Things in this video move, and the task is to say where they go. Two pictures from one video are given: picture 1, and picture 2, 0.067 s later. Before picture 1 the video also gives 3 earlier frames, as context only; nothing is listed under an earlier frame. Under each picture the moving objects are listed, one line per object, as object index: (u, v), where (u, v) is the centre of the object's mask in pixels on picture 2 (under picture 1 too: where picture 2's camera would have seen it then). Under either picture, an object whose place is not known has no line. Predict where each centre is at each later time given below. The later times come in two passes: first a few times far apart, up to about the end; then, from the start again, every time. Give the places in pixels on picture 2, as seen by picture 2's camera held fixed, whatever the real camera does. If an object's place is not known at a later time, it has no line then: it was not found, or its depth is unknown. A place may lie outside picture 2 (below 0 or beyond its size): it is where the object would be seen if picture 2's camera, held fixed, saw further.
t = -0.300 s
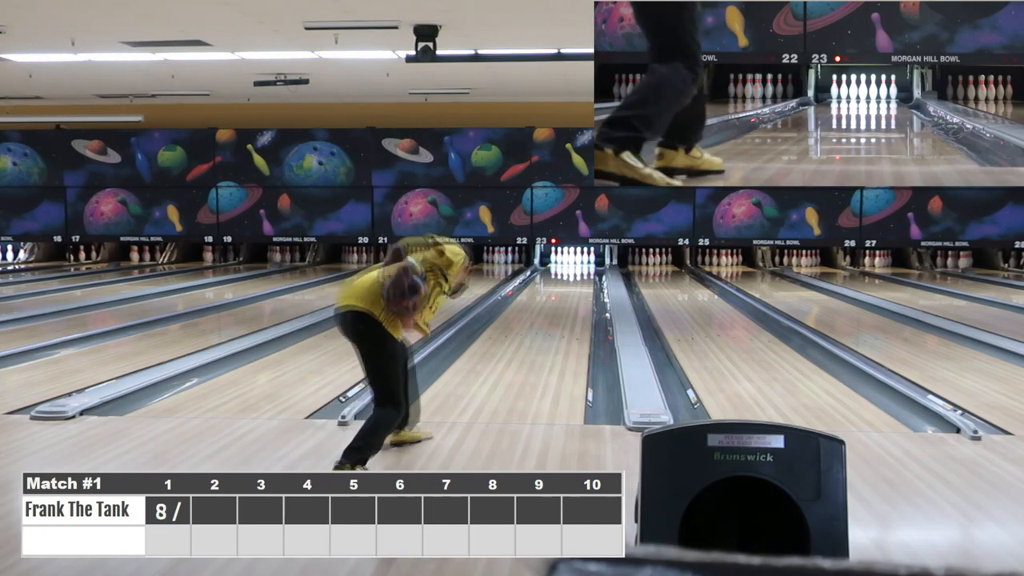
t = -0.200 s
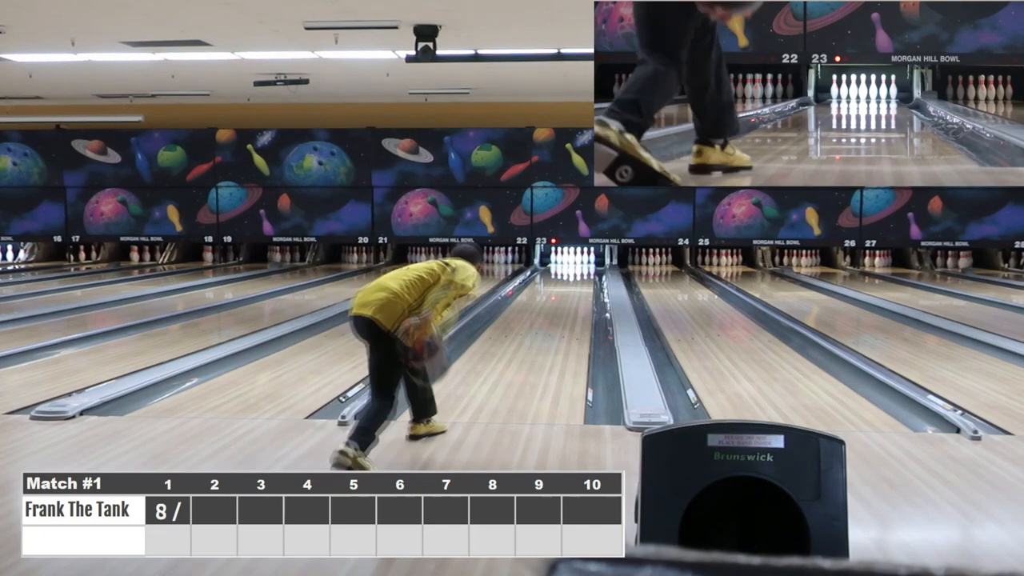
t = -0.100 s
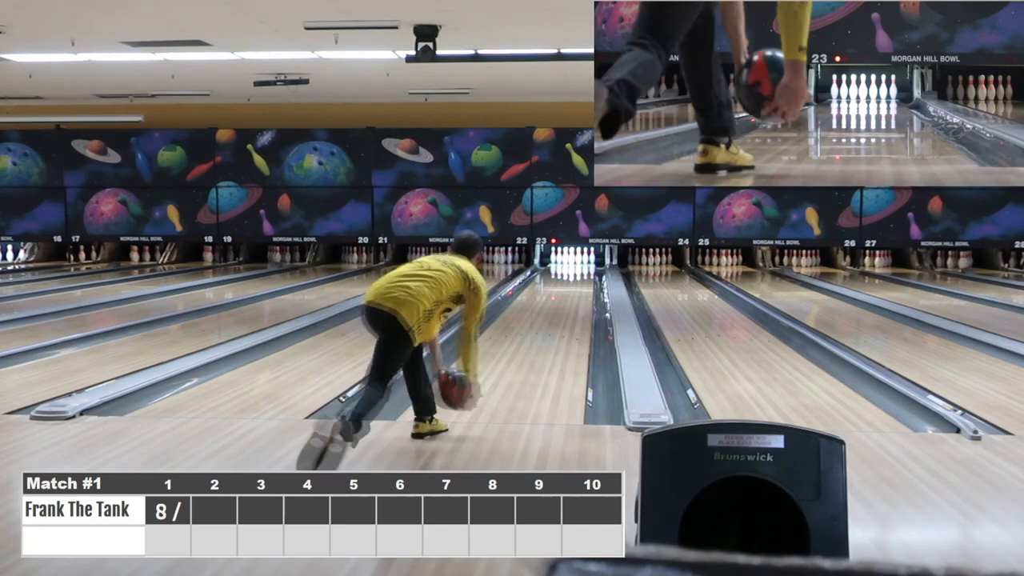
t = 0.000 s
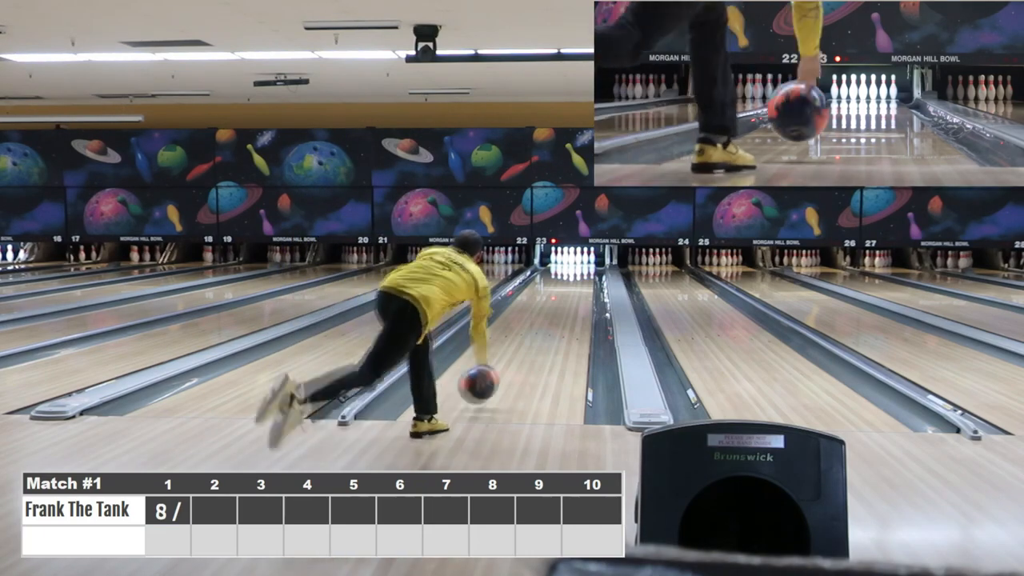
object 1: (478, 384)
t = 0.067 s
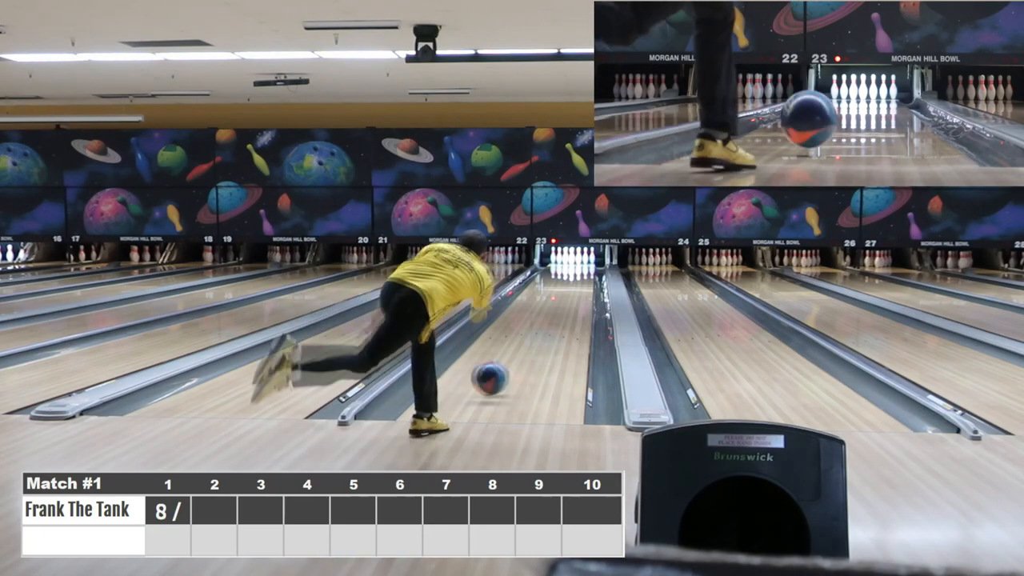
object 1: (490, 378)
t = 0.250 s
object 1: (515, 354)
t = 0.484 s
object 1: (536, 332)
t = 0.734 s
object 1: (550, 313)
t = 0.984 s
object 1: (561, 300)
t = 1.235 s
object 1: (569, 289)
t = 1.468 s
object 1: (574, 282)
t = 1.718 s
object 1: (578, 276)
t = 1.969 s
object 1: (579, 271)
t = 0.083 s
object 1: (493, 377)
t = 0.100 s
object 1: (495, 375)
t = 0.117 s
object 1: (498, 373)
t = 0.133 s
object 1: (500, 370)
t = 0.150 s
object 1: (502, 368)
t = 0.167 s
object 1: (503, 366)
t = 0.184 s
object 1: (507, 364)
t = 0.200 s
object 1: (510, 359)
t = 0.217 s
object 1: (511, 358)
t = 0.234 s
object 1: (512, 356)
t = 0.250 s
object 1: (515, 354)
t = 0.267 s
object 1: (516, 353)
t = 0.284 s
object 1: (518, 351)
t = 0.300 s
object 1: (519, 349)
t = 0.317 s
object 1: (521, 348)
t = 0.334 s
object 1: (522, 346)
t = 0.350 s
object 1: (525, 344)
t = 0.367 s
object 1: (526, 342)
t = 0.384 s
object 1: (527, 341)
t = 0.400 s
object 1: (529, 339)
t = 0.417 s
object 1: (530, 338)
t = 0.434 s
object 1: (531, 336)
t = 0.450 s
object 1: (533, 334)
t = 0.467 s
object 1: (534, 333)
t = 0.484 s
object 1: (536, 332)
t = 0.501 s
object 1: (537, 330)
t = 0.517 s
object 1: (538, 329)
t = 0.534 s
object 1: (539, 327)
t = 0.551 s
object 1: (540, 326)
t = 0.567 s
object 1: (541, 325)
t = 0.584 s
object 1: (542, 324)
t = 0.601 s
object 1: (543, 322)
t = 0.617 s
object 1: (544, 321)
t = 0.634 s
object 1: (544, 319)
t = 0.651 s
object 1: (546, 319)
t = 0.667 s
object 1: (547, 318)
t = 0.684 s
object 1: (548, 316)
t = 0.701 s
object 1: (549, 315)
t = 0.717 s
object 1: (549, 314)
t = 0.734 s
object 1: (550, 313)
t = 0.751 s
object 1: (551, 312)
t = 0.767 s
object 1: (552, 311)
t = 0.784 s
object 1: (553, 310)
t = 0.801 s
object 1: (553, 309)
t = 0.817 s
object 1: (554, 309)
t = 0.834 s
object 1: (555, 308)
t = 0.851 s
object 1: (556, 307)
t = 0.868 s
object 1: (556, 306)
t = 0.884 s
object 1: (557, 305)
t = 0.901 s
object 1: (558, 304)
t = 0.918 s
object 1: (558, 303)
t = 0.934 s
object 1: (559, 302)
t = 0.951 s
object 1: (560, 302)
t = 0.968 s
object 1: (560, 301)
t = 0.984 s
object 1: (561, 300)
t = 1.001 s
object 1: (561, 300)
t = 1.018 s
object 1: (562, 299)
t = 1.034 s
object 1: (562, 298)
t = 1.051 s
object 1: (563, 297)
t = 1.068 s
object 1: (563, 296)
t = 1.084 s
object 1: (564, 295)
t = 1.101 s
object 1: (564, 295)
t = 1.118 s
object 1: (565, 294)
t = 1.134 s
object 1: (566, 294)
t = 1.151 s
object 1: (566, 293)
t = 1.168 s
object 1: (567, 292)
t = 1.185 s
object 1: (567, 291)
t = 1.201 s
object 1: (568, 290)
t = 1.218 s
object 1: (568, 290)
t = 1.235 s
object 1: (569, 289)
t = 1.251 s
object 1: (569, 289)
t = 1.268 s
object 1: (569, 288)
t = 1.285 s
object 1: (570, 288)
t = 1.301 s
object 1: (570, 287)
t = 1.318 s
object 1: (571, 287)
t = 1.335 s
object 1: (571, 286)
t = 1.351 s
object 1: (572, 285)
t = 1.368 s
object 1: (572, 285)
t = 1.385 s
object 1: (572, 285)
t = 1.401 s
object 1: (572, 284)
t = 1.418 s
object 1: (573, 283)
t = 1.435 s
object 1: (574, 283)
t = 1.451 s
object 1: (573, 283)
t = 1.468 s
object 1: (574, 282)
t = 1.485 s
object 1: (575, 281)
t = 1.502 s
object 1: (575, 281)
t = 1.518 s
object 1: (575, 280)
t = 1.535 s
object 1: (575, 280)
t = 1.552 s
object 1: (576, 280)
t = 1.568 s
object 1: (576, 279)
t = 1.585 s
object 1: (576, 279)
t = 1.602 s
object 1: (576, 278)
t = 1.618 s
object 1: (577, 278)
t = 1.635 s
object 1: (577, 277)
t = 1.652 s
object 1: (577, 277)
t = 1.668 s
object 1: (578, 276)
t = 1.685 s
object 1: (578, 276)
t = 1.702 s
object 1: (578, 276)
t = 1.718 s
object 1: (578, 276)
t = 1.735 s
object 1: (578, 275)
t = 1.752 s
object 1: (579, 274)
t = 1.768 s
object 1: (579, 274)
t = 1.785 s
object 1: (579, 273)
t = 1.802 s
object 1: (579, 273)
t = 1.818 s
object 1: (579, 273)
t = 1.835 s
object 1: (579, 273)
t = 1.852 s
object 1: (579, 272)
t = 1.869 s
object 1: (579, 272)
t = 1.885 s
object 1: (579, 272)
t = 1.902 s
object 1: (579, 271)
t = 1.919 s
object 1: (579, 271)
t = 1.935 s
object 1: (579, 271)
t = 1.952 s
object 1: (579, 271)
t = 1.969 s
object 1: (579, 271)
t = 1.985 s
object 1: (579, 270)
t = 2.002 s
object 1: (579, 270)
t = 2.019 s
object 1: (579, 269)
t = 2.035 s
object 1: (579, 269)
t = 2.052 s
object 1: (579, 269)
